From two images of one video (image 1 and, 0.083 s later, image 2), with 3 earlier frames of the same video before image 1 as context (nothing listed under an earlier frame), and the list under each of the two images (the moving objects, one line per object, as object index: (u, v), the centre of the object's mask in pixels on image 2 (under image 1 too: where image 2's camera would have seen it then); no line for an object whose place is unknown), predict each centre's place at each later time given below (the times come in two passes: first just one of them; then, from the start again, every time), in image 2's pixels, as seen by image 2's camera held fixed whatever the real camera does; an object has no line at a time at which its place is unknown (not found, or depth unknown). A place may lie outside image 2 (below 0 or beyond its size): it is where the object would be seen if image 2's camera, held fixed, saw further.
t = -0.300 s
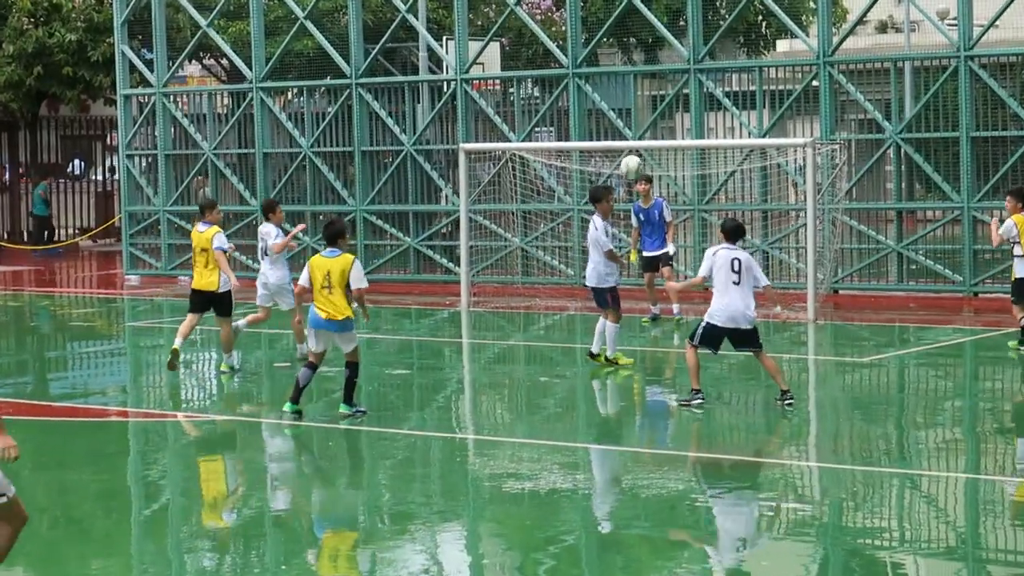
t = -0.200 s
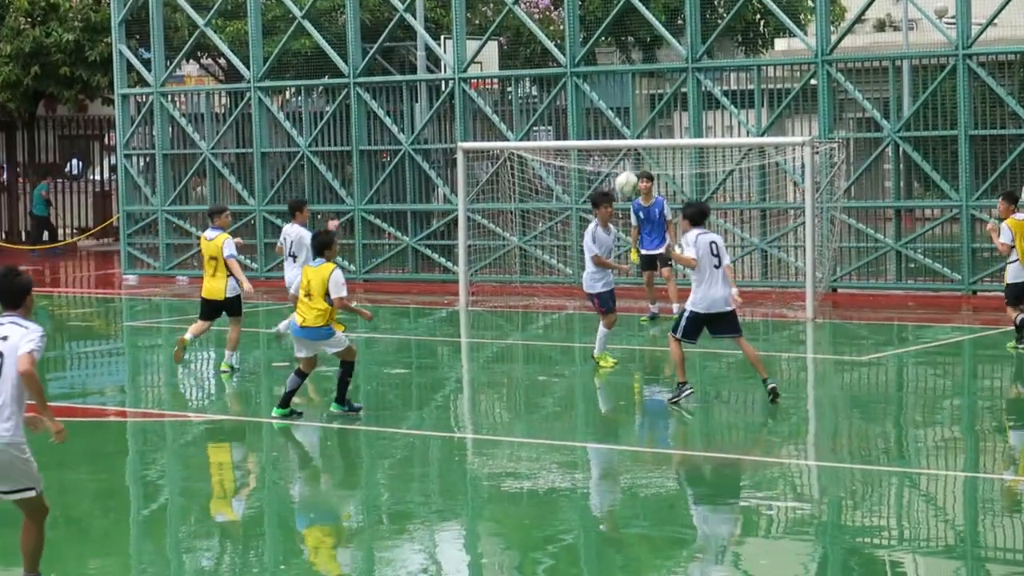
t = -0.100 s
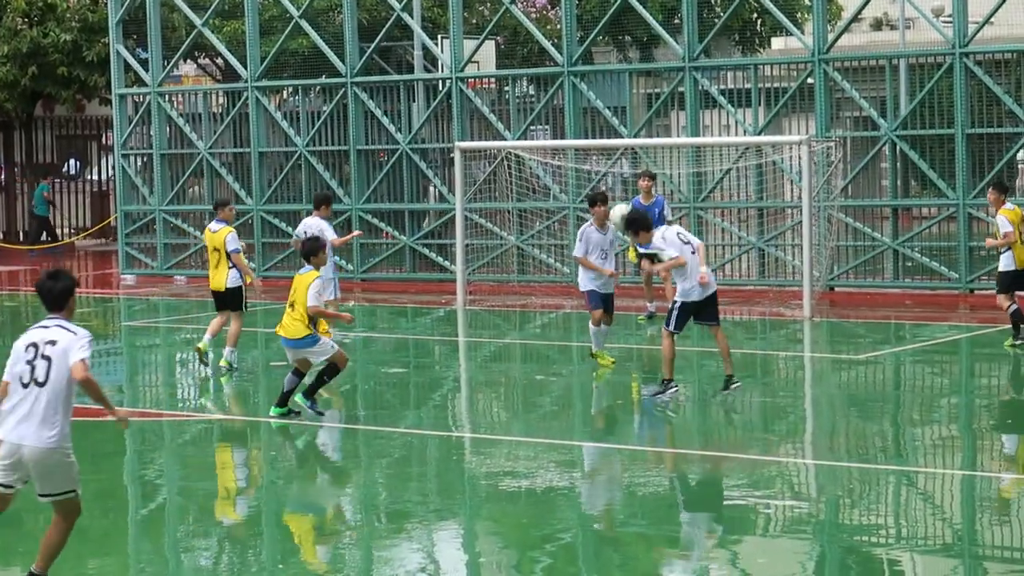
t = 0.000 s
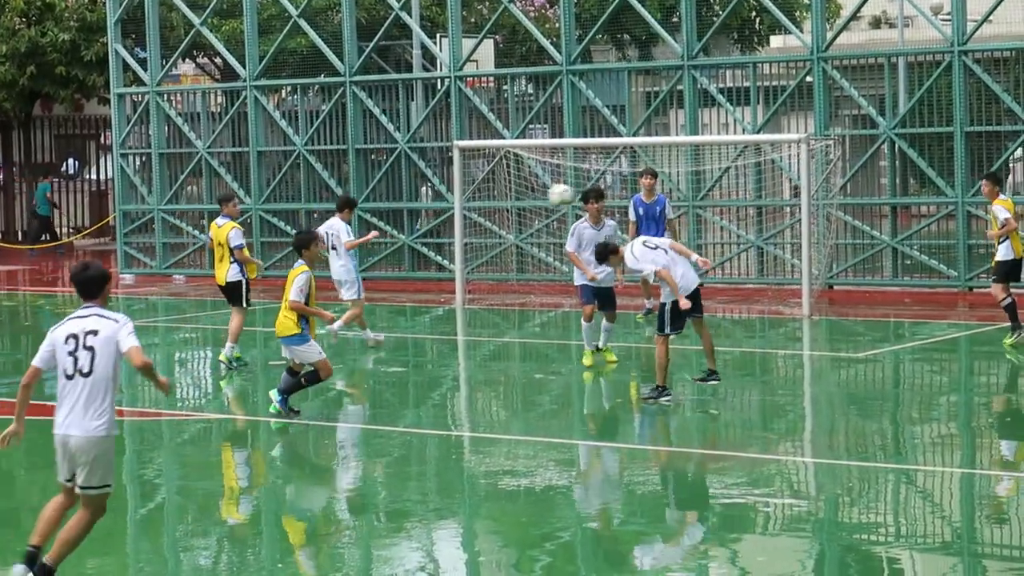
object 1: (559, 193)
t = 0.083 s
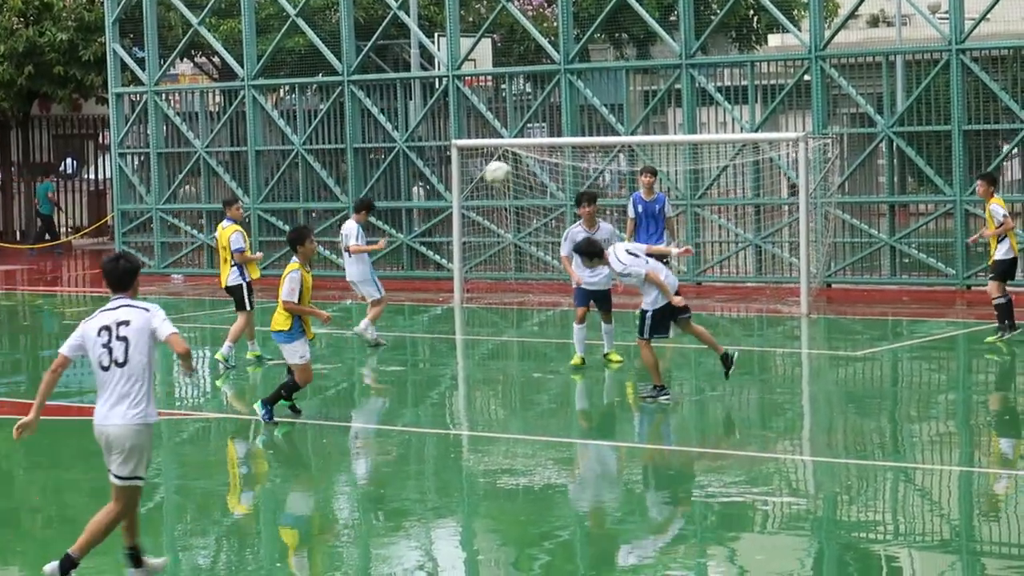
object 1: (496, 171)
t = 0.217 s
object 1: (399, 157)
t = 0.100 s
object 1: (484, 168)
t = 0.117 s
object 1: (473, 167)
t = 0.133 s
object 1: (459, 162)
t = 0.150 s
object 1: (446, 160)
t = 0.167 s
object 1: (435, 158)
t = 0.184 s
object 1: (423, 157)
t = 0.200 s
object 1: (411, 158)
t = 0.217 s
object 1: (399, 157)
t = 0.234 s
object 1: (387, 156)
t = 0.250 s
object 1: (375, 155)
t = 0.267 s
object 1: (363, 156)
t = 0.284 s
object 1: (351, 156)
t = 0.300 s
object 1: (340, 159)
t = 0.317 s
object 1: (329, 160)
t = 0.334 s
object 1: (317, 162)
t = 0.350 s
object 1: (305, 164)
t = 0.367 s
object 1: (294, 166)
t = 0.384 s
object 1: (284, 169)
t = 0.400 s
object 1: (272, 172)
